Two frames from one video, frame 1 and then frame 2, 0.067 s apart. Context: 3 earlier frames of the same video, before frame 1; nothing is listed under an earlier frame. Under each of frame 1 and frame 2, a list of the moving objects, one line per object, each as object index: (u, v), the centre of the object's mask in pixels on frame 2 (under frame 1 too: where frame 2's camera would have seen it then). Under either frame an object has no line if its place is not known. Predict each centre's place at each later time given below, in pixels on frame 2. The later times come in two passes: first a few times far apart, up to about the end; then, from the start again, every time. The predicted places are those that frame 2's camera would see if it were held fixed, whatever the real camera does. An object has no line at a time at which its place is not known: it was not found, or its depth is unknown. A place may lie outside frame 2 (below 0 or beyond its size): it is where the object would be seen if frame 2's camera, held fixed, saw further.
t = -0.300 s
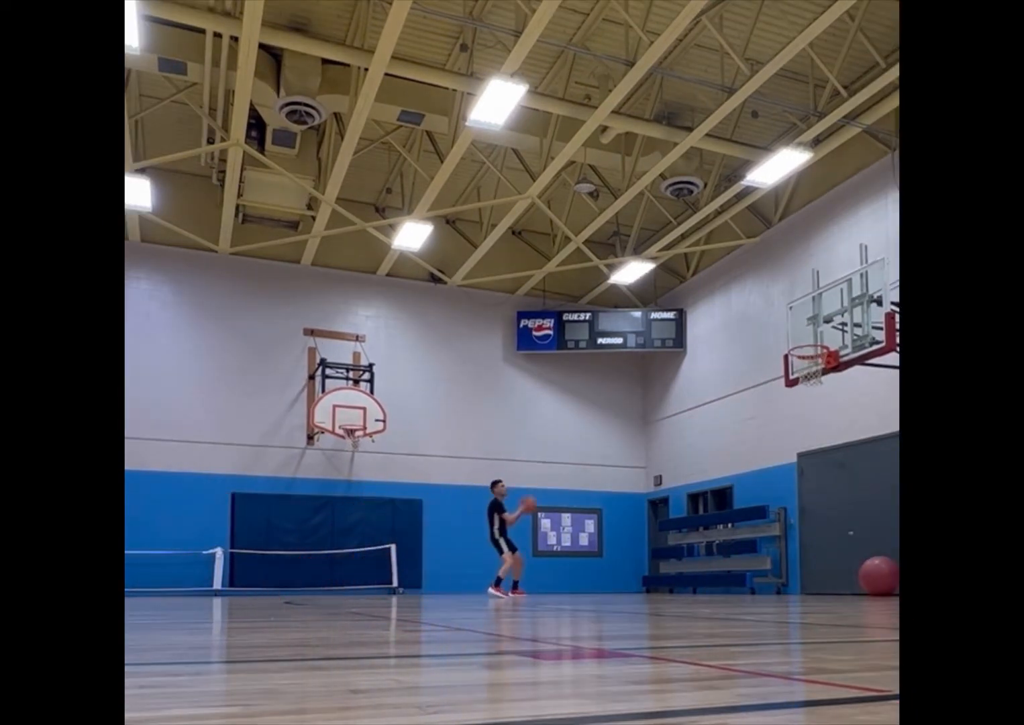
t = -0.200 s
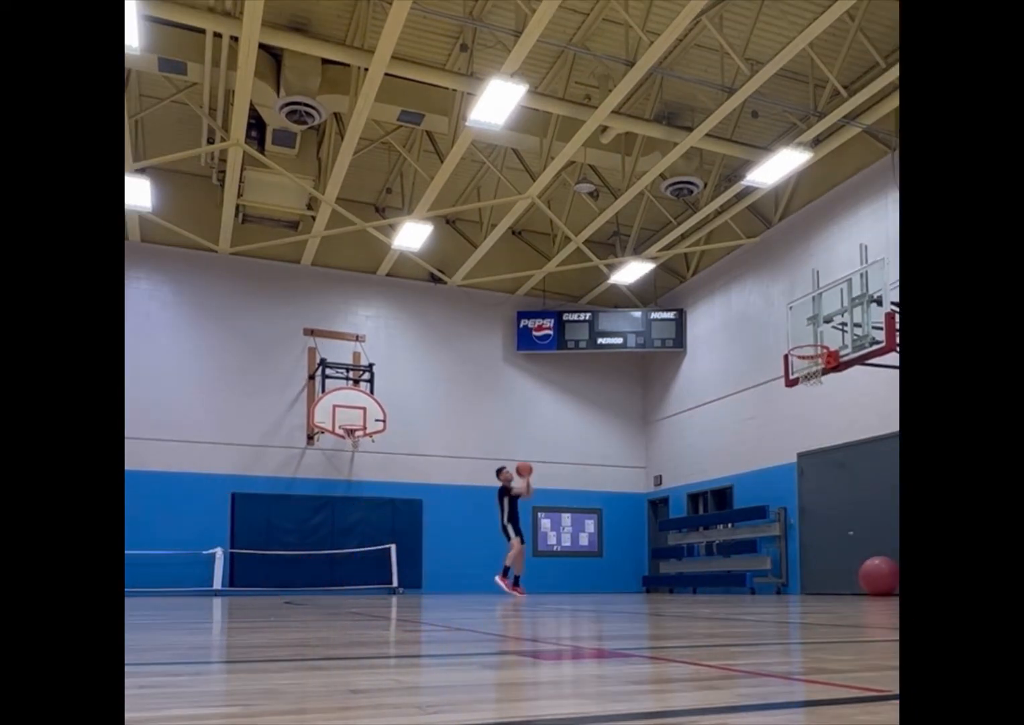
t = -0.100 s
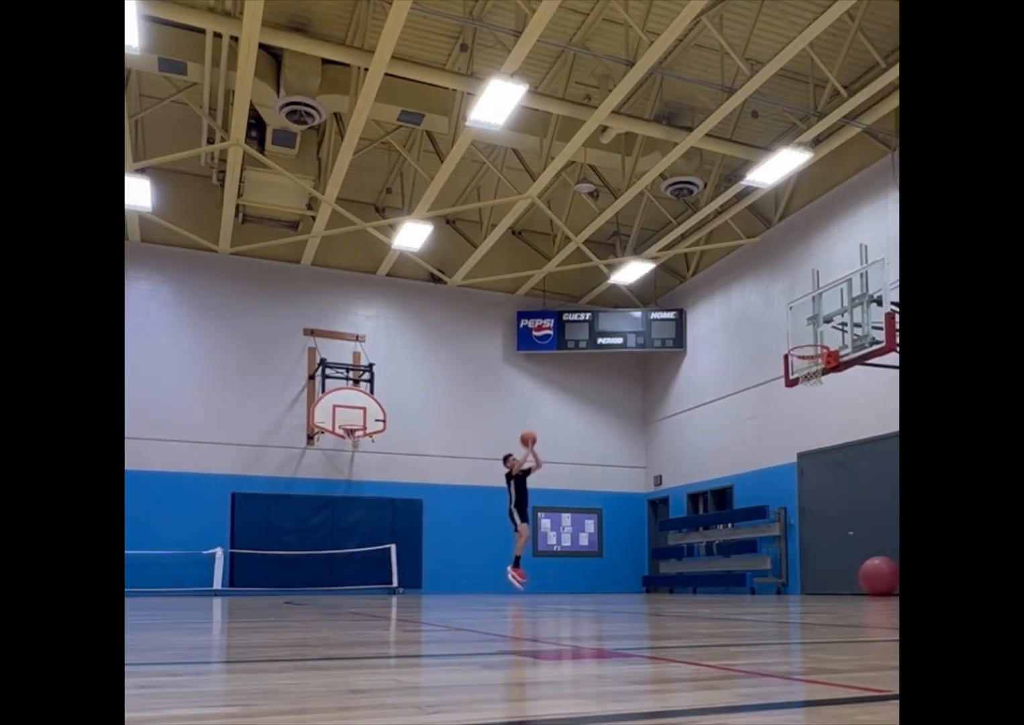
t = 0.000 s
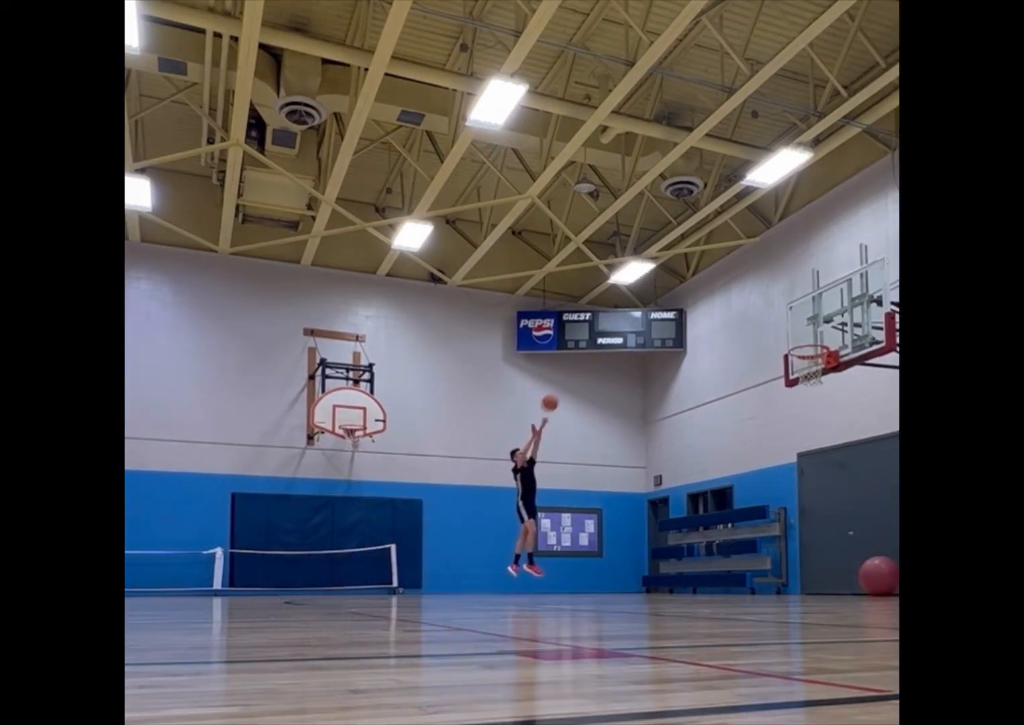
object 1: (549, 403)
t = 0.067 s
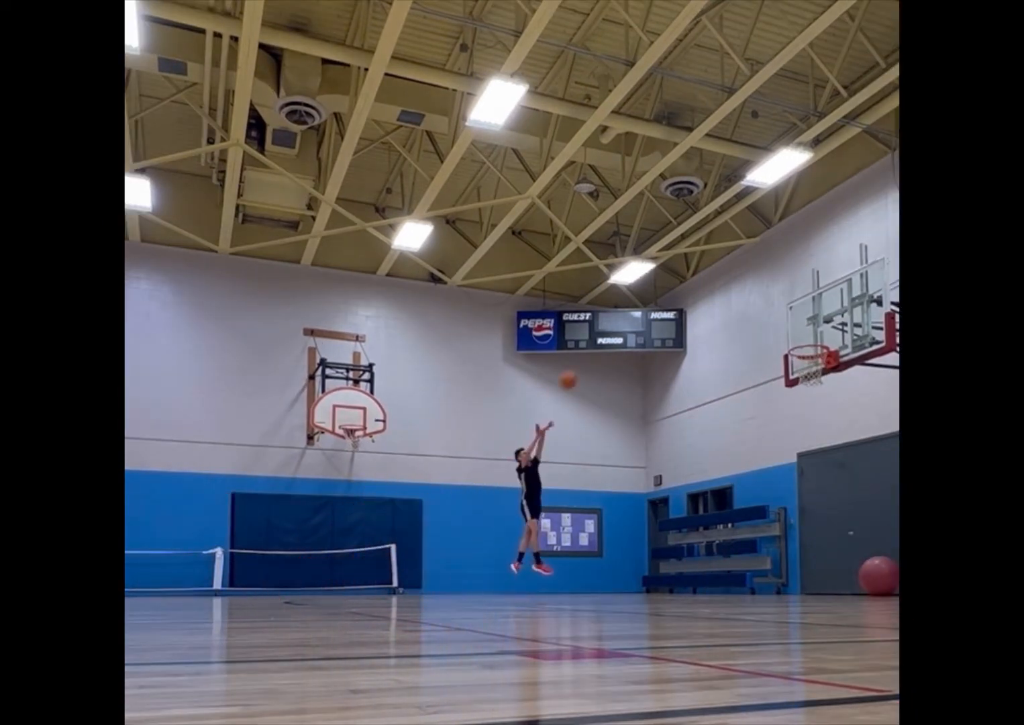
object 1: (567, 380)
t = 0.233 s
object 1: (615, 336)
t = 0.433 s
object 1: (674, 308)
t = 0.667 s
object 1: (748, 310)
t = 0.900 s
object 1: (815, 350)
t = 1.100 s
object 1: (824, 370)
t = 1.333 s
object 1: (827, 374)
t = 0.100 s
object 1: (577, 370)
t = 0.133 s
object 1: (586, 361)
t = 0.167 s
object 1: (596, 352)
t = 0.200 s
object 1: (606, 344)
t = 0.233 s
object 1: (615, 336)
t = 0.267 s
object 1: (625, 330)
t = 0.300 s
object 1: (634, 324)
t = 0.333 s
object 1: (644, 319)
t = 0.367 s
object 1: (654, 314)
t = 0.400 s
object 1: (664, 311)
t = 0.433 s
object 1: (674, 308)
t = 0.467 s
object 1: (684, 306)
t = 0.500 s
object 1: (695, 304)
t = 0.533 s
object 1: (706, 304)
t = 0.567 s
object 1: (715, 304)
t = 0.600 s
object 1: (726, 305)
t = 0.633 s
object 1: (737, 307)
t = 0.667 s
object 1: (748, 310)
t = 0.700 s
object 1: (759, 314)
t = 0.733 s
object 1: (770, 318)
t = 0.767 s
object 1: (781, 323)
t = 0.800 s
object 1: (792, 330)
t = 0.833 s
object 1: (803, 336)
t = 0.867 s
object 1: (815, 343)
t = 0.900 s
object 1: (815, 350)
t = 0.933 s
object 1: (805, 354)
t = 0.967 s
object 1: (800, 356)
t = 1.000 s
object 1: (806, 361)
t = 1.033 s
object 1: (812, 367)
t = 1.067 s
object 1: (820, 369)
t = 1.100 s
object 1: (824, 370)
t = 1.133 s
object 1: (826, 369)
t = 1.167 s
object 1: (827, 367)
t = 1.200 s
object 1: (827, 367)
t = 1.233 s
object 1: (827, 367)
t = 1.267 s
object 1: (827, 368)
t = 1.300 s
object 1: (827, 370)
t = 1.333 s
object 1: (827, 374)
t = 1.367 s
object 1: (827, 378)
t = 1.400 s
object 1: (827, 384)
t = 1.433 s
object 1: (826, 390)
